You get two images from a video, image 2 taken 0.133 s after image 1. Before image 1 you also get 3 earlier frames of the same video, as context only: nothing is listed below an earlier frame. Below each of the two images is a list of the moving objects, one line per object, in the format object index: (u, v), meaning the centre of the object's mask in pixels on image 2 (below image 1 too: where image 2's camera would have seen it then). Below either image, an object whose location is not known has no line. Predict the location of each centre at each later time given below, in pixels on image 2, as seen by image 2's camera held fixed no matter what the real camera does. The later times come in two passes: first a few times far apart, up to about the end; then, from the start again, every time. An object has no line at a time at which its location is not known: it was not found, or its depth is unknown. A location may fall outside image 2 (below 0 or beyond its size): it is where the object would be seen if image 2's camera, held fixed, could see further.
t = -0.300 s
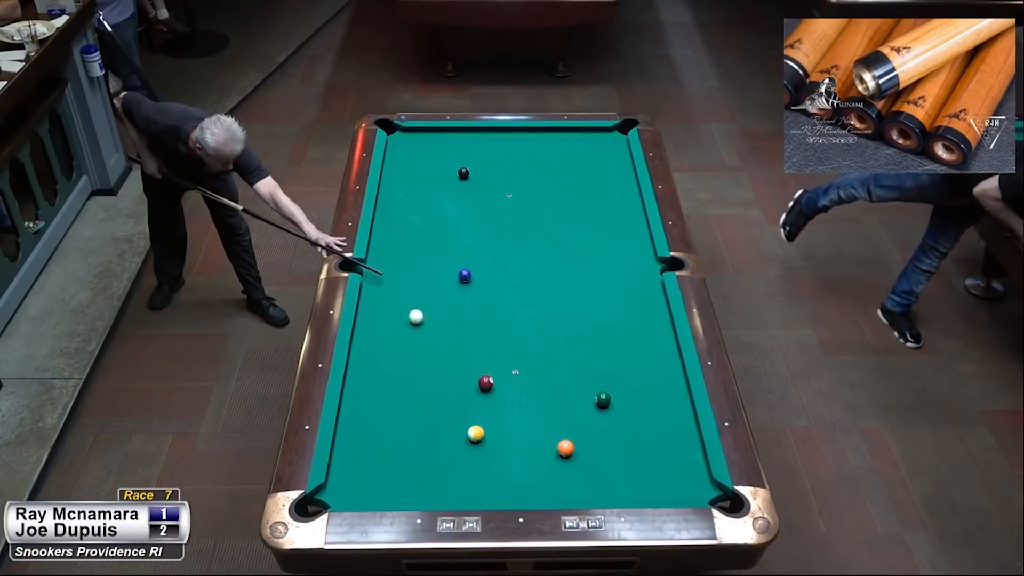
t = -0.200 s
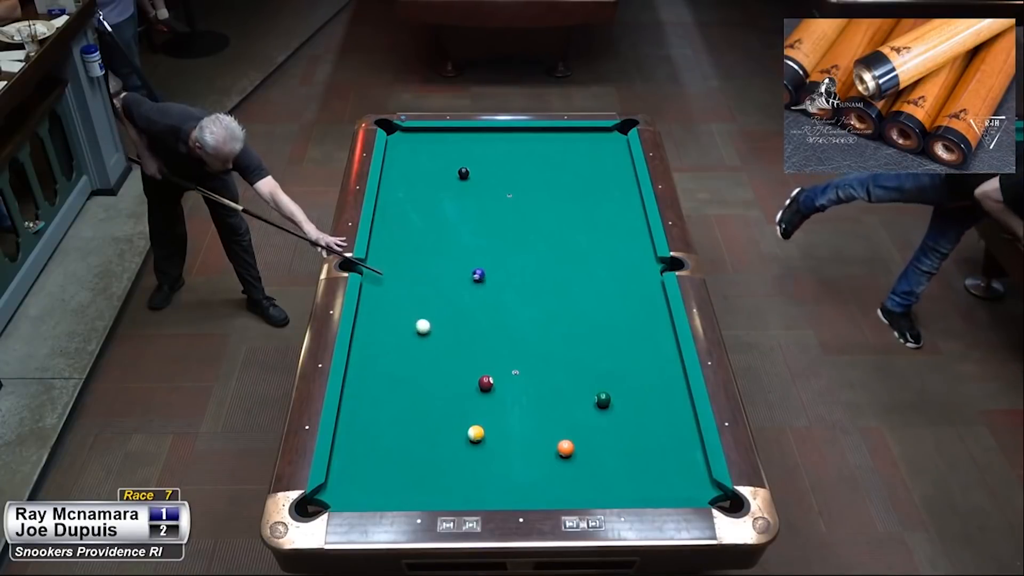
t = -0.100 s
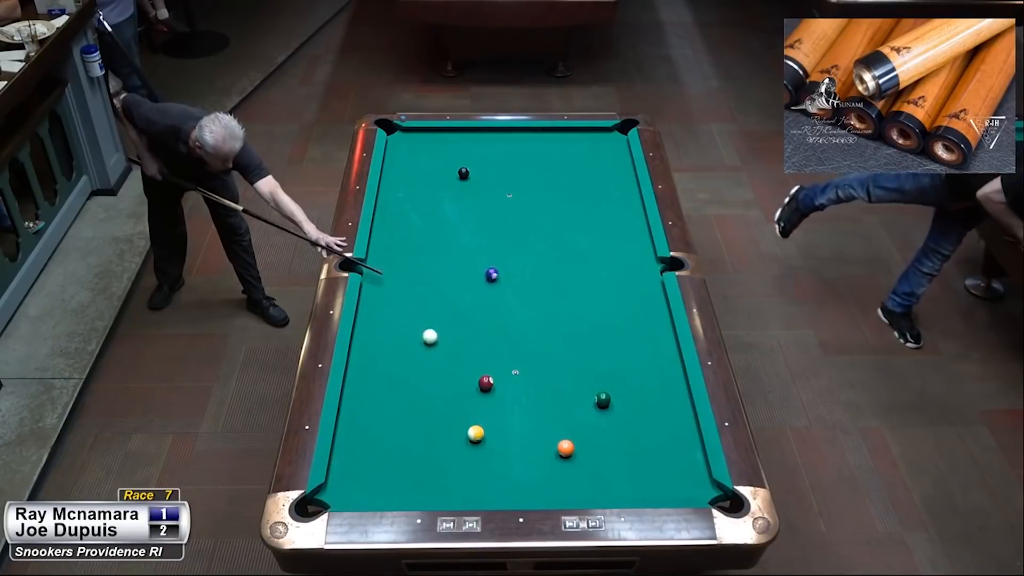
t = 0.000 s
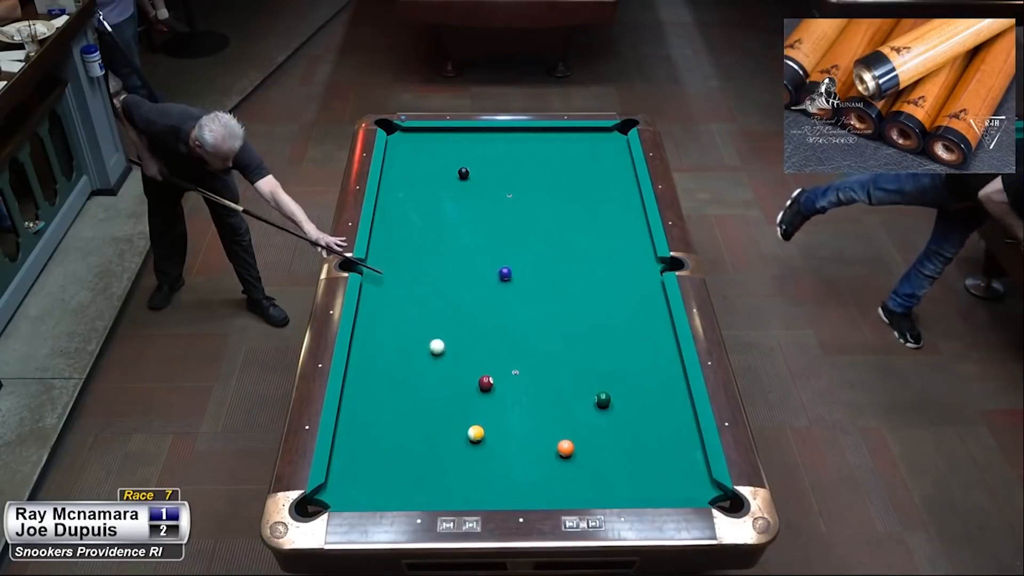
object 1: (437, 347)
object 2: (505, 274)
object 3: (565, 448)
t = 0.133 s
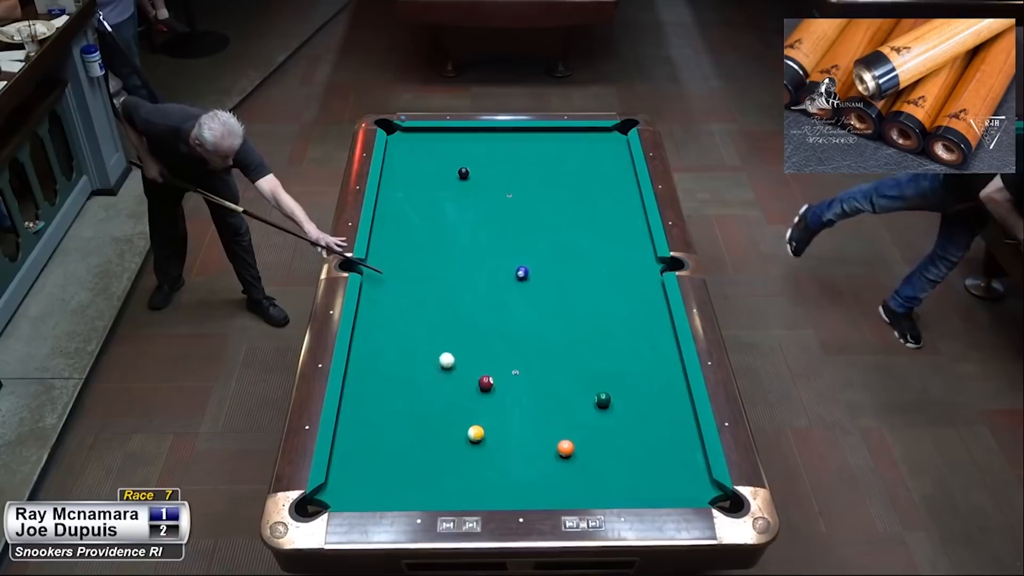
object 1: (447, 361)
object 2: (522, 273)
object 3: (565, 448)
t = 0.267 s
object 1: (455, 373)
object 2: (537, 272)
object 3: (565, 448)
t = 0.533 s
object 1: (476, 403)
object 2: (571, 271)
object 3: (565, 448)
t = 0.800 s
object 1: (497, 432)
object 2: (601, 269)
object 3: (566, 448)
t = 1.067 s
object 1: (517, 460)
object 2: (629, 267)
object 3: (565, 448)
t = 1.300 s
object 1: (538, 488)
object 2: (655, 266)
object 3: (565, 448)
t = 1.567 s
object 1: (550, 479)
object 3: (565, 448)
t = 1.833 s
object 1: (561, 461)
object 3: (566, 446)
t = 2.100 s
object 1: (564, 458)
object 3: (570, 438)
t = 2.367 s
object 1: (566, 457)
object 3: (573, 431)
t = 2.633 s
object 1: (567, 456)
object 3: (577, 423)
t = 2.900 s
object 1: (567, 456)
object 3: (579, 418)
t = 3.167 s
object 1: (567, 456)
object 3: (581, 414)
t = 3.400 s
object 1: (567, 456)
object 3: (583, 412)
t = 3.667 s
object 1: (567, 456)
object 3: (584, 410)
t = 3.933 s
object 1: (567, 456)
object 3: (585, 409)
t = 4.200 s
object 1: (567, 456)
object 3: (585, 409)
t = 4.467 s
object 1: (567, 456)
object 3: (585, 409)
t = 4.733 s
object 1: (567, 456)
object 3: (585, 409)
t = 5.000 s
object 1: (567, 456)
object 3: (585, 409)
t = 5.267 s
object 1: (567, 456)
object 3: (585, 409)
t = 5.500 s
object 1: (567, 456)
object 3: (585, 409)
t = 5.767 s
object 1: (567, 456)
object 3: (585, 409)
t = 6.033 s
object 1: (567, 456)
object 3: (585, 409)
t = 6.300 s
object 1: (567, 456)
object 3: (585, 409)
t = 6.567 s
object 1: (567, 456)
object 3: (585, 409)
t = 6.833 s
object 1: (567, 456)
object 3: (585, 409)
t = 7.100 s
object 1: (567, 456)
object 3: (585, 409)
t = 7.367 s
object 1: (567, 456)
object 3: (585, 409)
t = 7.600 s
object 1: (567, 456)
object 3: (585, 409)
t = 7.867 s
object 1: (567, 456)
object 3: (585, 409)
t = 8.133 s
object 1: (567, 456)
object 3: (585, 409)
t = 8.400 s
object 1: (567, 456)
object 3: (585, 409)
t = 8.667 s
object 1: (567, 456)
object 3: (585, 409)
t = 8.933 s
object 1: (567, 456)
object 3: (585, 409)
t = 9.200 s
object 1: (567, 456)
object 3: (585, 409)
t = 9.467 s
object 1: (567, 456)
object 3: (585, 409)
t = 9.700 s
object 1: (567, 456)
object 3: (585, 409)
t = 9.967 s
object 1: (567, 456)
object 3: (585, 409)
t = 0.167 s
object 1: (448, 362)
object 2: (524, 273)
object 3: (565, 448)
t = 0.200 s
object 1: (451, 368)
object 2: (531, 273)
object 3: (565, 448)
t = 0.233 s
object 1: (454, 371)
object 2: (535, 272)
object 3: (565, 448)
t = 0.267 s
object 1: (455, 373)
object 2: (537, 272)
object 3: (565, 448)
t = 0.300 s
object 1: (459, 378)
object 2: (543, 272)
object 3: (565, 448)
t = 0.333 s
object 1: (461, 382)
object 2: (547, 272)
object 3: (565, 448)
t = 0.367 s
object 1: (463, 383)
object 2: (549, 272)
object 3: (565, 448)
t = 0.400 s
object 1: (466, 388)
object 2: (555, 271)
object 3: (565, 448)
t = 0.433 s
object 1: (469, 392)
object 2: (559, 271)
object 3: (565, 448)
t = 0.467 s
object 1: (470, 394)
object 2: (561, 271)
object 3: (565, 448)
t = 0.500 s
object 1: (474, 399)
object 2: (567, 271)
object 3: (565, 448)
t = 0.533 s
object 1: (476, 403)
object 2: (571, 271)
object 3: (565, 448)
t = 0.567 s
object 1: (478, 405)
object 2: (573, 271)
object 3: (565, 448)
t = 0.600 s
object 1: (482, 410)
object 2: (579, 270)
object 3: (566, 448)
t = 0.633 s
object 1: (484, 414)
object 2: (583, 270)
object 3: (566, 448)
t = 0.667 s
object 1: (485, 415)
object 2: (585, 270)
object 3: (566, 448)
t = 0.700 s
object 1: (490, 421)
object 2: (590, 269)
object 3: (566, 448)
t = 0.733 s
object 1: (492, 425)
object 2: (594, 269)
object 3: (566, 448)
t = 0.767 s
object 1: (493, 427)
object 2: (596, 269)
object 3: (566, 448)
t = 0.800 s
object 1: (497, 432)
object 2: (601, 269)
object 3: (566, 448)
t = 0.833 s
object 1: (500, 436)
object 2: (605, 269)
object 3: (565, 448)
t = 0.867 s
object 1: (501, 438)
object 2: (607, 269)
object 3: (566, 448)
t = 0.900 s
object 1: (505, 443)
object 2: (613, 268)
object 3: (565, 448)
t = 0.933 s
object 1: (508, 447)
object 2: (616, 268)
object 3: (566, 448)
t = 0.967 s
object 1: (509, 449)
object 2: (618, 268)
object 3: (566, 448)
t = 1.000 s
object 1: (513, 454)
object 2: (624, 268)
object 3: (565, 448)
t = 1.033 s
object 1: (516, 458)
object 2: (627, 267)
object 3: (566, 448)
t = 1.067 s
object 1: (517, 460)
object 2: (629, 267)
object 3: (565, 448)
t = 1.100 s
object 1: (521, 466)
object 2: (634, 267)
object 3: (565, 448)
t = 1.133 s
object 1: (524, 470)
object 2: (638, 267)
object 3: (565, 448)
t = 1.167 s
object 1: (526, 471)
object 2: (639, 267)
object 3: (565, 448)
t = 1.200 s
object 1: (530, 477)
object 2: (644, 266)
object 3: (565, 448)
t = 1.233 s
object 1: (533, 481)
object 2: (648, 266)
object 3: (565, 448)
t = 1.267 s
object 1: (534, 483)
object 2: (650, 266)
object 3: (565, 448)
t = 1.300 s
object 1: (538, 488)
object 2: (655, 266)
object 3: (565, 448)
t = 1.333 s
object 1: (541, 491)
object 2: (659, 266)
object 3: (565, 448)
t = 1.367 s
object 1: (542, 492)
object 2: (660, 266)
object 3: (565, 448)
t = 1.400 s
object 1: (544, 489)
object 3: (565, 448)
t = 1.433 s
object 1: (546, 487)
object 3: (565, 448)
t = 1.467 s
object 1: (546, 486)
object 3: (565, 448)
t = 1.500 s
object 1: (548, 482)
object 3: (565, 448)
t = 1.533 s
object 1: (550, 480)
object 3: (565, 448)
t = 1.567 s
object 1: (550, 479)
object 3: (565, 448)
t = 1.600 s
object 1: (552, 475)
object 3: (565, 448)
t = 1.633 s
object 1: (554, 473)
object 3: (565, 448)
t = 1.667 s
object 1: (554, 472)
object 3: (565, 448)
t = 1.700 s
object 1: (556, 469)
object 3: (566, 448)
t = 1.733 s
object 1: (557, 467)
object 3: (566, 448)
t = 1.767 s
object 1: (558, 466)
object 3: (566, 448)
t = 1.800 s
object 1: (560, 462)
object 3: (566, 447)
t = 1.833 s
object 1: (561, 461)
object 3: (566, 446)
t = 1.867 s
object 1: (561, 460)
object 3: (566, 446)
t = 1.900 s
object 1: (562, 460)
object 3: (567, 445)
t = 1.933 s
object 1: (562, 460)
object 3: (567, 444)
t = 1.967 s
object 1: (562, 459)
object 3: (568, 443)
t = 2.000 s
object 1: (563, 459)
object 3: (568, 442)
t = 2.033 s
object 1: (563, 458)
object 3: (569, 441)
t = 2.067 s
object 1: (564, 458)
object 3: (569, 440)
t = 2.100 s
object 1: (564, 458)
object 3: (570, 438)
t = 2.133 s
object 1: (564, 458)
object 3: (570, 437)
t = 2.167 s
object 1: (564, 457)
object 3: (571, 437)
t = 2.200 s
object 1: (565, 457)
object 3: (571, 435)
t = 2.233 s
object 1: (565, 457)
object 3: (572, 434)
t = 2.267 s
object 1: (565, 457)
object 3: (572, 434)
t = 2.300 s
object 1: (565, 457)
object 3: (573, 432)
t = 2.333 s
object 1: (566, 457)
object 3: (573, 431)
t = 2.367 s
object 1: (566, 457)
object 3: (573, 431)
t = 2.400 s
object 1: (566, 456)
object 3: (574, 429)
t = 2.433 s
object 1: (566, 456)
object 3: (574, 429)
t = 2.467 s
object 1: (566, 456)
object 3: (574, 428)
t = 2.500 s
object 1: (566, 456)
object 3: (575, 427)
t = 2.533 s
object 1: (566, 456)
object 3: (576, 426)
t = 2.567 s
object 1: (567, 456)
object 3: (576, 426)
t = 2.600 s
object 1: (567, 456)
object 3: (576, 424)
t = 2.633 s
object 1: (567, 456)
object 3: (577, 423)
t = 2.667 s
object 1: (567, 456)
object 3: (577, 423)
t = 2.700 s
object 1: (567, 456)
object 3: (577, 422)
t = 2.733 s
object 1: (567, 456)
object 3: (578, 422)
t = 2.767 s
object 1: (567, 456)
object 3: (578, 421)
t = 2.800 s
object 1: (567, 456)
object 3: (578, 420)
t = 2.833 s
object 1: (567, 456)
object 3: (579, 420)
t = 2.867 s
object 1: (567, 456)
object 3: (579, 419)
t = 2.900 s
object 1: (567, 456)
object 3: (579, 418)
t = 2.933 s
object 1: (567, 456)
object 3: (580, 418)
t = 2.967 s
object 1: (567, 456)
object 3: (580, 417)
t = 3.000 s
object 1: (567, 456)
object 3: (580, 417)
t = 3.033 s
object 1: (567, 456)
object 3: (581, 416)
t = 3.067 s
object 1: (567, 456)
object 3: (581, 416)
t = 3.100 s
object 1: (567, 456)
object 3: (581, 415)
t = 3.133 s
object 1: (567, 456)
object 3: (581, 415)
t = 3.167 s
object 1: (567, 456)
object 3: (581, 414)
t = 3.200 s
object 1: (567, 456)
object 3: (582, 414)
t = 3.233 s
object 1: (567, 456)
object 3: (582, 413)
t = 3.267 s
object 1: (567, 456)
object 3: (582, 413)
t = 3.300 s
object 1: (567, 456)
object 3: (583, 413)
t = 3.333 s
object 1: (567, 456)
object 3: (583, 412)
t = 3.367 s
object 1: (567, 456)
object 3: (583, 412)
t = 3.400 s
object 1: (567, 456)
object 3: (583, 412)
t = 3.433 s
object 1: (567, 456)
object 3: (583, 411)
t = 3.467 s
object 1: (567, 456)
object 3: (584, 411)
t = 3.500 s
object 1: (567, 456)
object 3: (584, 411)
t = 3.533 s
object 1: (567, 456)
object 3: (584, 411)
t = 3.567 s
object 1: (567, 456)
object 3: (584, 410)
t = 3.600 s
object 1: (567, 456)
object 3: (584, 410)
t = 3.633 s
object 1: (567, 456)
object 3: (584, 410)
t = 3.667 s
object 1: (567, 456)
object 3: (584, 410)
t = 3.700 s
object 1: (567, 456)
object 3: (585, 410)
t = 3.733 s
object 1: (567, 456)
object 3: (585, 409)
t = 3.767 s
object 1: (567, 456)
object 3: (585, 409)
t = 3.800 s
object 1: (567, 456)
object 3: (585, 409)
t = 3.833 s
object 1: (567, 456)
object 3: (585, 409)
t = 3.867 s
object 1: (567, 456)
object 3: (585, 409)
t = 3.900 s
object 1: (567, 456)
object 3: (585, 409)
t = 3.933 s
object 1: (567, 456)
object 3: (585, 409)
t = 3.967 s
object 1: (567, 456)
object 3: (585, 409)
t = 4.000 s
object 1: (567, 456)
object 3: (585, 409)
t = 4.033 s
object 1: (567, 456)
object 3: (585, 409)
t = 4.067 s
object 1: (567, 456)
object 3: (585, 409)
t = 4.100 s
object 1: (567, 456)
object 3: (585, 409)
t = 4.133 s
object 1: (567, 456)
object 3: (585, 409)
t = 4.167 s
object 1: (567, 456)
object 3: (585, 409)
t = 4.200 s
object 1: (567, 456)
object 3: (585, 409)
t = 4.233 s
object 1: (567, 456)
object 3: (585, 409)
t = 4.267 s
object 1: (567, 456)
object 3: (585, 409)
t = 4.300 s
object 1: (567, 456)
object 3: (585, 409)
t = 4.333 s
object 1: (567, 456)
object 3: (585, 409)
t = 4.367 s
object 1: (567, 456)
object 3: (585, 409)
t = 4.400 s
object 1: (567, 456)
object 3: (585, 409)
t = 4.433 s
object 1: (567, 456)
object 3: (585, 409)
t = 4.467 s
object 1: (567, 456)
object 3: (585, 409)
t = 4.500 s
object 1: (567, 456)
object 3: (585, 409)
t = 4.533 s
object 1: (567, 456)
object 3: (585, 409)
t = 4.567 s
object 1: (567, 456)
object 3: (585, 409)
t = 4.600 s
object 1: (567, 456)
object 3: (585, 409)
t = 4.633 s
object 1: (567, 456)
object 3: (585, 409)
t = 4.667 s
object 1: (567, 456)
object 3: (585, 409)
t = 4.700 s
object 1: (567, 456)
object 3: (585, 409)
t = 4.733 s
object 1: (567, 456)
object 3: (585, 409)
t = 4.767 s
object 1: (567, 456)
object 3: (585, 409)
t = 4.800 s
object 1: (567, 456)
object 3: (585, 409)
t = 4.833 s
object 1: (567, 456)
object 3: (585, 409)
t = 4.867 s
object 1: (567, 456)
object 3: (585, 409)
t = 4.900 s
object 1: (567, 456)
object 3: (585, 409)
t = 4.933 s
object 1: (567, 456)
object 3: (585, 409)
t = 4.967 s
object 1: (567, 456)
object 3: (585, 409)
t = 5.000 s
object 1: (567, 456)
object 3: (585, 409)
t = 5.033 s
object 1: (567, 456)
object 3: (585, 409)
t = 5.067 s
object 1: (567, 456)
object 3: (585, 409)
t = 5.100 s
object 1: (567, 456)
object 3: (585, 409)
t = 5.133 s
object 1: (567, 456)
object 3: (585, 409)
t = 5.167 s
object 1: (567, 456)
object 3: (585, 409)
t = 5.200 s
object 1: (567, 456)
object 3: (585, 409)
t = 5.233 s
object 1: (567, 456)
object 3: (585, 409)
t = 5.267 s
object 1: (567, 456)
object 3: (585, 409)
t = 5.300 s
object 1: (567, 456)
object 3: (585, 409)
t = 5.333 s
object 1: (566, 456)
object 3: (585, 409)
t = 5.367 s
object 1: (567, 456)
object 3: (585, 409)
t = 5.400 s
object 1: (567, 456)
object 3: (585, 409)
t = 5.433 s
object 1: (567, 456)
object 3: (585, 409)
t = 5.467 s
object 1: (567, 456)
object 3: (585, 409)
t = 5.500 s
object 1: (567, 456)
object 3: (585, 409)
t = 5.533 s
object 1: (567, 456)
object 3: (585, 409)
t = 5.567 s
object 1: (567, 456)
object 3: (585, 409)
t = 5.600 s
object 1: (567, 456)
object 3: (585, 409)
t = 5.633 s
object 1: (567, 456)
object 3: (585, 409)
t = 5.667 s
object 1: (567, 456)
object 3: (585, 409)
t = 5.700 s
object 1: (567, 456)
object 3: (585, 409)
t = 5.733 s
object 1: (567, 456)
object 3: (585, 409)
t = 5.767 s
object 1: (567, 456)
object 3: (585, 409)
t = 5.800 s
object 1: (567, 456)
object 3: (585, 409)
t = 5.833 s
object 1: (567, 456)
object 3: (585, 409)
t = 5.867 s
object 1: (567, 456)
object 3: (585, 409)
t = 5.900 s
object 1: (567, 456)
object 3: (585, 409)
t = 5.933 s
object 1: (567, 456)
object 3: (585, 409)
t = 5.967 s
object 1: (567, 456)
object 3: (585, 409)
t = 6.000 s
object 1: (567, 456)
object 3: (585, 409)
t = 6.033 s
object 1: (567, 456)
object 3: (585, 409)
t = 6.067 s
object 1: (567, 456)
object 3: (585, 409)
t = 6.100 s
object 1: (567, 456)
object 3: (585, 409)
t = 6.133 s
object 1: (567, 456)
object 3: (585, 409)
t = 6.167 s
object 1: (567, 456)
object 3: (585, 409)
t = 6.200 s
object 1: (567, 456)
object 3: (585, 409)
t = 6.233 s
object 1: (567, 456)
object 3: (585, 409)
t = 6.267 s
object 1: (567, 456)
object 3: (585, 409)
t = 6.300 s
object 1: (567, 456)
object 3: (585, 409)
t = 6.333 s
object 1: (567, 456)
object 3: (585, 409)
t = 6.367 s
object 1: (567, 456)
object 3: (585, 409)
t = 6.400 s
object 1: (567, 456)
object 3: (585, 409)
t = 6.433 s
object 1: (567, 456)
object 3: (585, 409)
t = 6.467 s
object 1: (567, 456)
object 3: (585, 409)
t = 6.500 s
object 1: (567, 456)
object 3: (585, 409)
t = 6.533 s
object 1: (567, 456)
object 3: (585, 409)
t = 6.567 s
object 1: (567, 456)
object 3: (585, 409)
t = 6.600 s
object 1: (567, 456)
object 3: (585, 409)
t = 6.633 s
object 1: (567, 456)
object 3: (585, 409)
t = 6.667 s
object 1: (567, 456)
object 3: (585, 409)
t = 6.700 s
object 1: (567, 456)
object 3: (585, 409)
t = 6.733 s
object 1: (567, 456)
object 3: (585, 409)
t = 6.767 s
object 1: (567, 456)
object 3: (585, 409)
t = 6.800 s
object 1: (567, 456)
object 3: (585, 409)
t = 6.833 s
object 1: (567, 456)
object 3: (585, 409)
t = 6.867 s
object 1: (567, 456)
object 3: (585, 409)
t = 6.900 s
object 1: (567, 456)
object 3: (585, 409)
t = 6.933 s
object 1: (567, 456)
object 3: (585, 409)
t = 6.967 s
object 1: (567, 456)
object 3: (585, 409)
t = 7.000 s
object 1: (567, 456)
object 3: (585, 409)
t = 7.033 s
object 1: (567, 456)
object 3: (585, 409)
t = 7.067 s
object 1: (567, 456)
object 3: (585, 409)
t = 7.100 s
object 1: (567, 456)
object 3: (585, 409)
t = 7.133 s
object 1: (567, 456)
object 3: (585, 409)
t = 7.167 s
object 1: (567, 456)
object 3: (585, 409)
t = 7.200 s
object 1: (567, 456)
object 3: (585, 409)
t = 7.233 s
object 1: (567, 456)
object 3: (585, 409)
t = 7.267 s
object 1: (567, 456)
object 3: (585, 409)
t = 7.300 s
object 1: (567, 456)
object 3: (585, 409)
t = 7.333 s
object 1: (567, 456)
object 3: (585, 409)
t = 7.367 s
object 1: (567, 456)
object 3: (585, 409)
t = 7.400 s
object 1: (567, 456)
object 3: (585, 409)
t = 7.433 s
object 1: (567, 456)
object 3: (585, 409)
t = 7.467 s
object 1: (567, 456)
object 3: (585, 409)
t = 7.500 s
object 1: (567, 456)
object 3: (585, 409)
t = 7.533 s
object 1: (567, 456)
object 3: (585, 409)
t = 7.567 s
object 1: (567, 456)
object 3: (585, 409)
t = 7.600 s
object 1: (567, 456)
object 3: (585, 409)
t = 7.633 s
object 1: (567, 456)
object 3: (585, 409)
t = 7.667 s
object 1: (567, 456)
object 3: (585, 409)
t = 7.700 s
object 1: (567, 456)
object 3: (585, 409)
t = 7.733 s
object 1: (567, 456)
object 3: (585, 409)
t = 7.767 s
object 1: (567, 456)
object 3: (585, 409)
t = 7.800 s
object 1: (567, 456)
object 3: (585, 409)
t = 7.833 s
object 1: (567, 456)
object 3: (585, 409)
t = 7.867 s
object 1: (567, 456)
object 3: (585, 409)
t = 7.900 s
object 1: (567, 456)
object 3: (585, 409)
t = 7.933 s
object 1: (567, 456)
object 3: (585, 409)
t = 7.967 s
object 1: (567, 456)
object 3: (585, 409)
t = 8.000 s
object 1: (567, 456)
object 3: (585, 409)
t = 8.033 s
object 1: (567, 456)
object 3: (585, 409)
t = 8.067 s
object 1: (567, 456)
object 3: (585, 409)
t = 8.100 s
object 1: (567, 456)
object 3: (585, 409)
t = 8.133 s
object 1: (567, 456)
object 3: (585, 409)
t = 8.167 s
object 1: (567, 456)
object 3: (585, 409)
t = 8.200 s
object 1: (567, 456)
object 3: (585, 409)
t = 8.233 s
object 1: (567, 456)
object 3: (585, 409)
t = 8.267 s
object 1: (567, 456)
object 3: (585, 409)
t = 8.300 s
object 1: (567, 456)
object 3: (585, 409)
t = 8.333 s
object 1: (567, 456)
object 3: (585, 409)
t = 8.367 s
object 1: (567, 456)
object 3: (585, 409)
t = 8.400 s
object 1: (567, 456)
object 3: (585, 409)
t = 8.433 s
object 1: (567, 456)
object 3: (585, 409)
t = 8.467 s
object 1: (567, 456)
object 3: (585, 409)
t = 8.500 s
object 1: (567, 456)
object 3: (585, 409)
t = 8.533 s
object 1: (567, 456)
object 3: (585, 409)
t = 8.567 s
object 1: (567, 456)
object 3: (585, 409)
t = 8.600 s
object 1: (567, 456)
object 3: (585, 409)
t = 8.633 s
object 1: (567, 456)
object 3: (585, 409)
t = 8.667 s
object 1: (567, 456)
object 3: (585, 409)
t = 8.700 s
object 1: (567, 456)
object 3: (585, 409)
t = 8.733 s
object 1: (567, 456)
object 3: (585, 409)
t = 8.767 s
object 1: (567, 456)
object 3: (585, 409)
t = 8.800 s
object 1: (567, 456)
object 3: (585, 409)
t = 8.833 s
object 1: (567, 456)
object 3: (585, 409)
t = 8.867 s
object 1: (567, 456)
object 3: (585, 409)
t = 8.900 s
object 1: (567, 456)
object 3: (585, 409)
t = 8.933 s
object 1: (567, 456)
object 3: (585, 409)
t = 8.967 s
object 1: (567, 456)
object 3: (585, 409)
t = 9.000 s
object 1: (567, 456)
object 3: (585, 409)
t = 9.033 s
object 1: (567, 456)
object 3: (585, 409)
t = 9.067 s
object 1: (567, 456)
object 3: (585, 409)
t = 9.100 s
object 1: (567, 456)
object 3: (585, 409)
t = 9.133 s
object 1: (567, 456)
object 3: (585, 409)
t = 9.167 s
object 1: (567, 456)
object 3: (585, 409)
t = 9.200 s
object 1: (567, 456)
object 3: (585, 409)
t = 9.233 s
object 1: (567, 456)
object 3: (585, 409)
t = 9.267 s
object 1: (567, 456)
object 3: (585, 409)
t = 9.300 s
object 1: (567, 456)
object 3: (585, 409)
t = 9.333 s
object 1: (567, 456)
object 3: (585, 409)
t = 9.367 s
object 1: (567, 456)
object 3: (585, 409)
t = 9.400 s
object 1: (567, 456)
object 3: (585, 409)
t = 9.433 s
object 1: (567, 456)
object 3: (585, 409)
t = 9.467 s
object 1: (567, 456)
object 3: (585, 409)
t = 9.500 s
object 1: (567, 456)
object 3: (585, 409)
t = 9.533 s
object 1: (567, 456)
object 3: (585, 409)
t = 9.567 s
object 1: (567, 456)
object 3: (585, 409)
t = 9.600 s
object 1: (567, 456)
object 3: (585, 409)
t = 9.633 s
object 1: (567, 456)
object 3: (585, 409)
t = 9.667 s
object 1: (567, 456)
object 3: (585, 409)
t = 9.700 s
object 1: (567, 456)
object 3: (585, 409)
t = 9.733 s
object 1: (567, 456)
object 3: (585, 409)
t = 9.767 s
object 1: (567, 456)
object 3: (585, 409)
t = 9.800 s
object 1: (567, 456)
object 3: (585, 409)
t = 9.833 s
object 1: (567, 456)
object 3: (585, 409)
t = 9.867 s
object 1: (567, 456)
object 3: (585, 409)
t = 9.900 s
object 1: (567, 456)
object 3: (585, 409)
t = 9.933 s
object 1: (567, 456)
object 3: (585, 409)
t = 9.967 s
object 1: (567, 456)
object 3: (585, 409)
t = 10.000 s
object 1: (567, 456)
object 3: (585, 409)
